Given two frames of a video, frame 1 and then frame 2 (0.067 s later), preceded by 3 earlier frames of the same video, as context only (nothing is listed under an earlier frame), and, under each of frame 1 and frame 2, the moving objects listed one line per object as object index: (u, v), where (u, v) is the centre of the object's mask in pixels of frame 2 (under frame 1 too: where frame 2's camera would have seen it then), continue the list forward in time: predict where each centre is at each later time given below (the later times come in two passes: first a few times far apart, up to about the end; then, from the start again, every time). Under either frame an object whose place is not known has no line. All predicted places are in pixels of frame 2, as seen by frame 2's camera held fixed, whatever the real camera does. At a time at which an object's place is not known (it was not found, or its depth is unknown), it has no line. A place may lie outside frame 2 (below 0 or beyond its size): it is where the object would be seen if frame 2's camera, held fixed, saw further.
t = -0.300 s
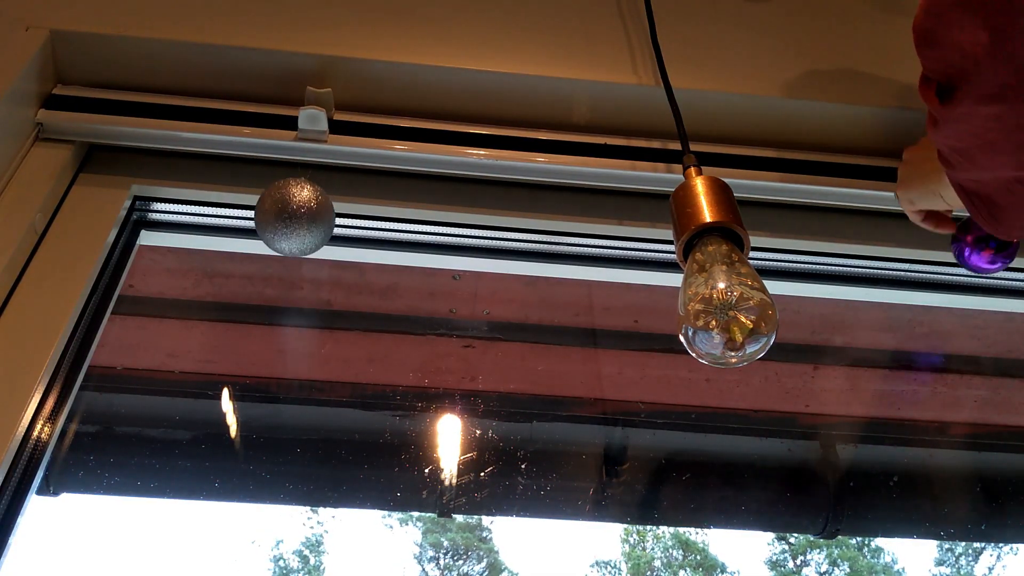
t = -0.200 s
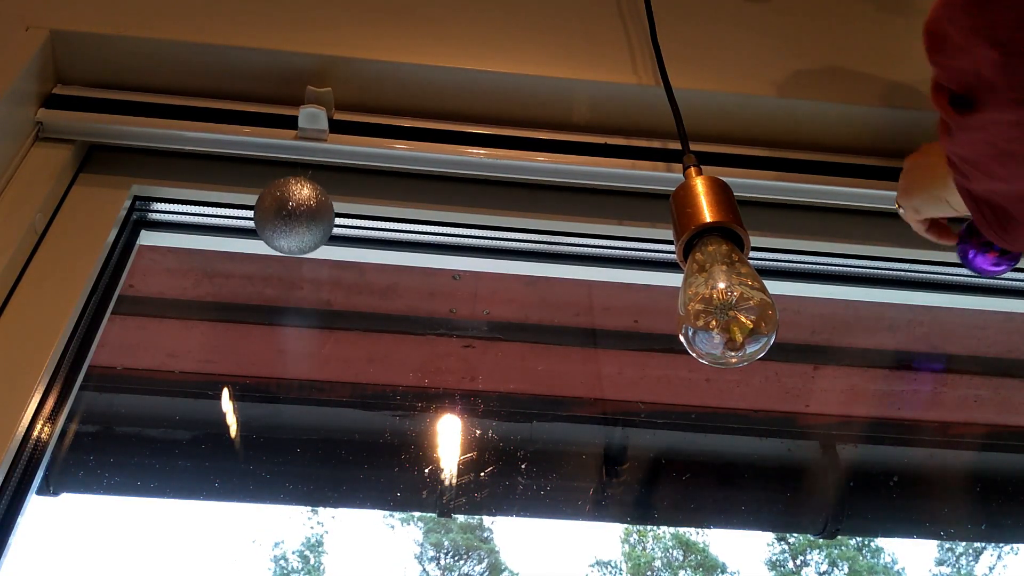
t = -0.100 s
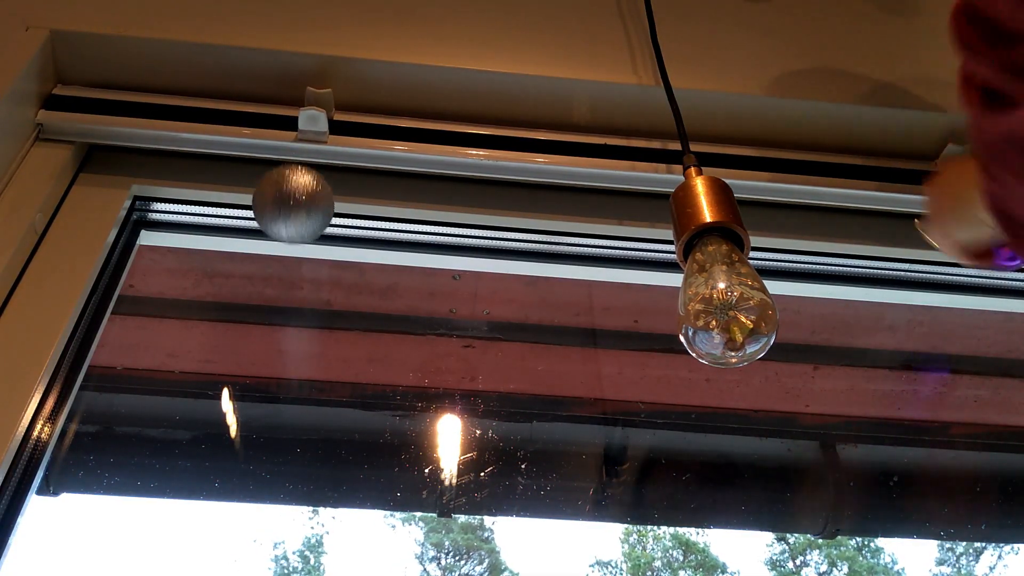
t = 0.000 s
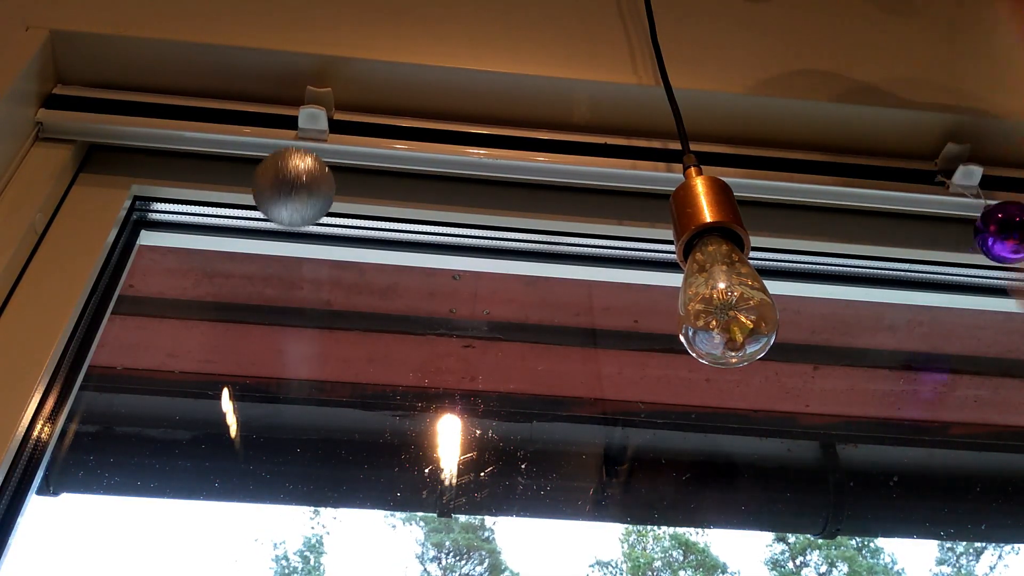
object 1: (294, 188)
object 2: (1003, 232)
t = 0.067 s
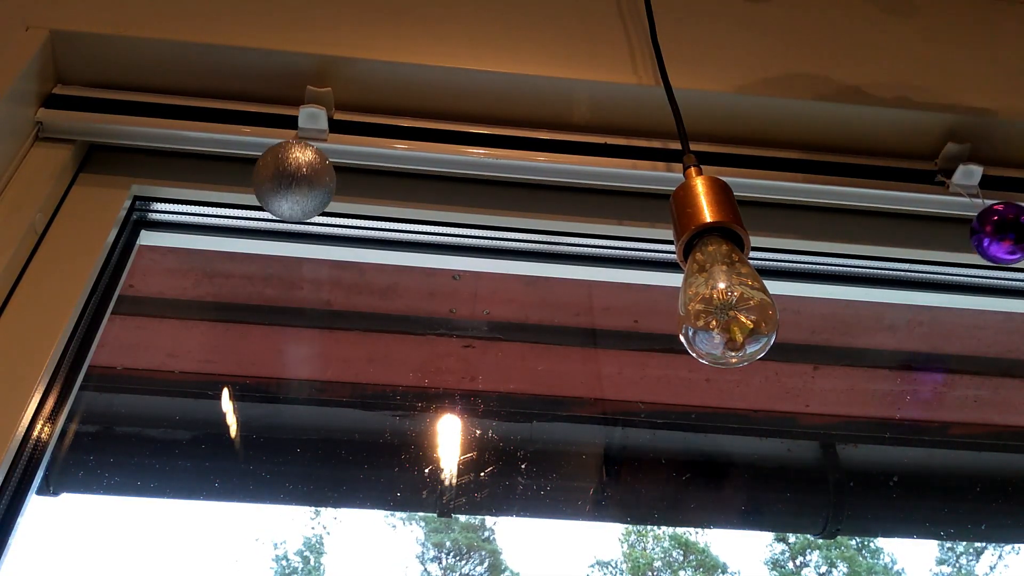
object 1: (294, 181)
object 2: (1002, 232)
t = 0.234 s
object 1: (294, 193)
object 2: (993, 245)
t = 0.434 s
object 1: (294, 218)
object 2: (999, 247)
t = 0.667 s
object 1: (293, 195)
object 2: (1000, 233)
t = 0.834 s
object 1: (294, 181)
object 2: (1000, 243)
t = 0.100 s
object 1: (294, 180)
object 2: (1001, 234)
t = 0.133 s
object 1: (294, 181)
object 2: (999, 236)
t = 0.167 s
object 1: (294, 184)
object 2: (997, 238)
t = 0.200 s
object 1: (294, 188)
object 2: (994, 241)
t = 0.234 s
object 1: (294, 193)
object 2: (993, 245)
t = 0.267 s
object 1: (294, 198)
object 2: (992, 247)
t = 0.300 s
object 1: (294, 204)
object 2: (993, 249)
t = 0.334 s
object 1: (294, 209)
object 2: (997, 249)
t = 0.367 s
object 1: (295, 213)
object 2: (998, 249)
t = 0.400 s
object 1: (294, 217)
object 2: (999, 248)
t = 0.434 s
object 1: (294, 218)
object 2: (999, 247)
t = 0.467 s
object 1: (294, 218)
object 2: (999, 245)
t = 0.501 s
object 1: (294, 217)
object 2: (1000, 242)
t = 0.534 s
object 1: (294, 214)
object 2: (1000, 239)
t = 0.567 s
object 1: (294, 211)
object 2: (1000, 236)
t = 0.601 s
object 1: (294, 206)
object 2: (999, 234)
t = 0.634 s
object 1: (294, 201)
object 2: (999, 233)
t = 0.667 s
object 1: (293, 195)
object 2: (1000, 233)
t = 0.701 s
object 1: (293, 189)
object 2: (1000, 233)
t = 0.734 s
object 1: (293, 185)
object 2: (1000, 235)
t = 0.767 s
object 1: (294, 182)
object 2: (1001, 237)
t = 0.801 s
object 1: (294, 181)
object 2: (1001, 239)
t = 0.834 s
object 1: (294, 181)
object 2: (1000, 243)
